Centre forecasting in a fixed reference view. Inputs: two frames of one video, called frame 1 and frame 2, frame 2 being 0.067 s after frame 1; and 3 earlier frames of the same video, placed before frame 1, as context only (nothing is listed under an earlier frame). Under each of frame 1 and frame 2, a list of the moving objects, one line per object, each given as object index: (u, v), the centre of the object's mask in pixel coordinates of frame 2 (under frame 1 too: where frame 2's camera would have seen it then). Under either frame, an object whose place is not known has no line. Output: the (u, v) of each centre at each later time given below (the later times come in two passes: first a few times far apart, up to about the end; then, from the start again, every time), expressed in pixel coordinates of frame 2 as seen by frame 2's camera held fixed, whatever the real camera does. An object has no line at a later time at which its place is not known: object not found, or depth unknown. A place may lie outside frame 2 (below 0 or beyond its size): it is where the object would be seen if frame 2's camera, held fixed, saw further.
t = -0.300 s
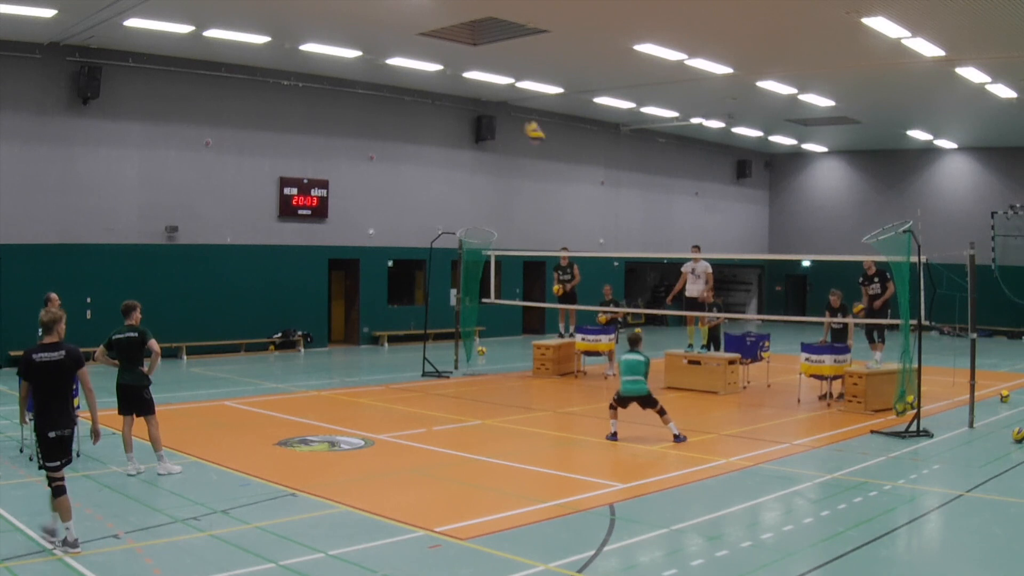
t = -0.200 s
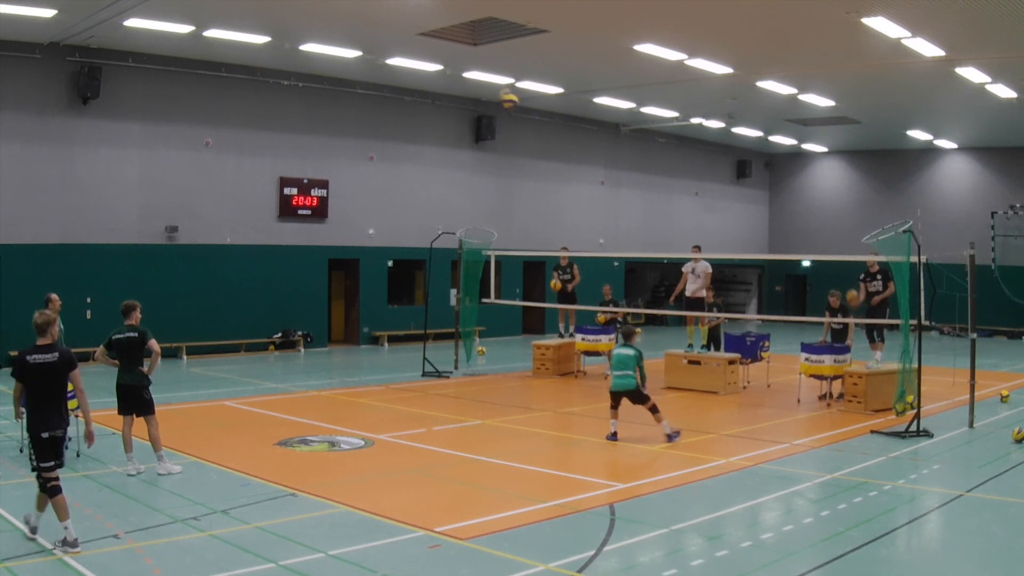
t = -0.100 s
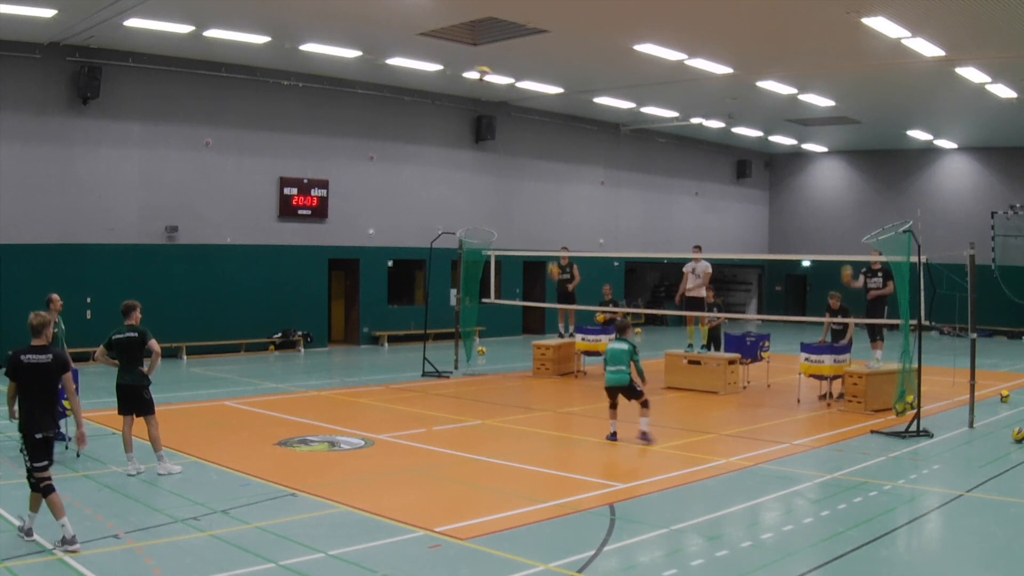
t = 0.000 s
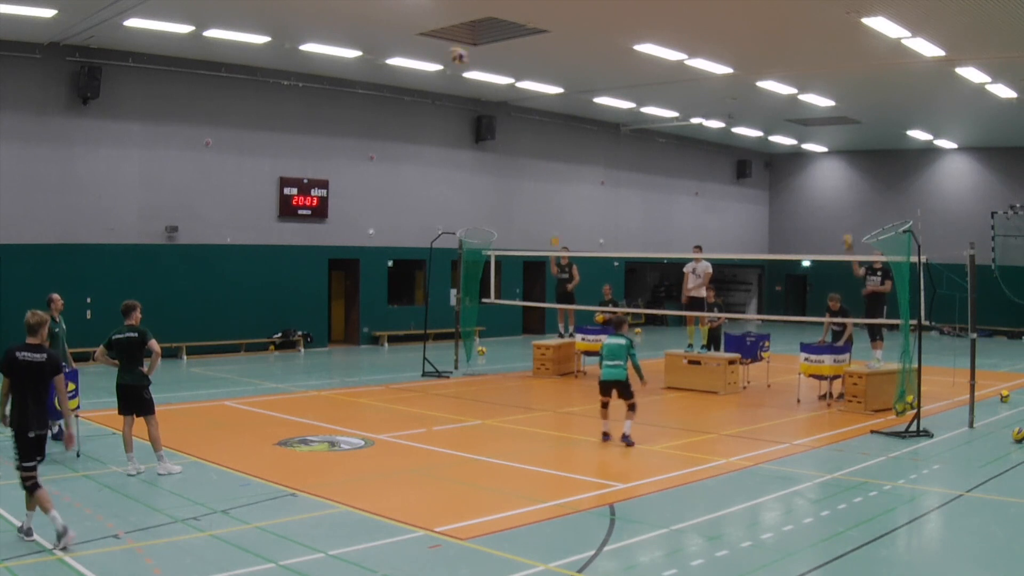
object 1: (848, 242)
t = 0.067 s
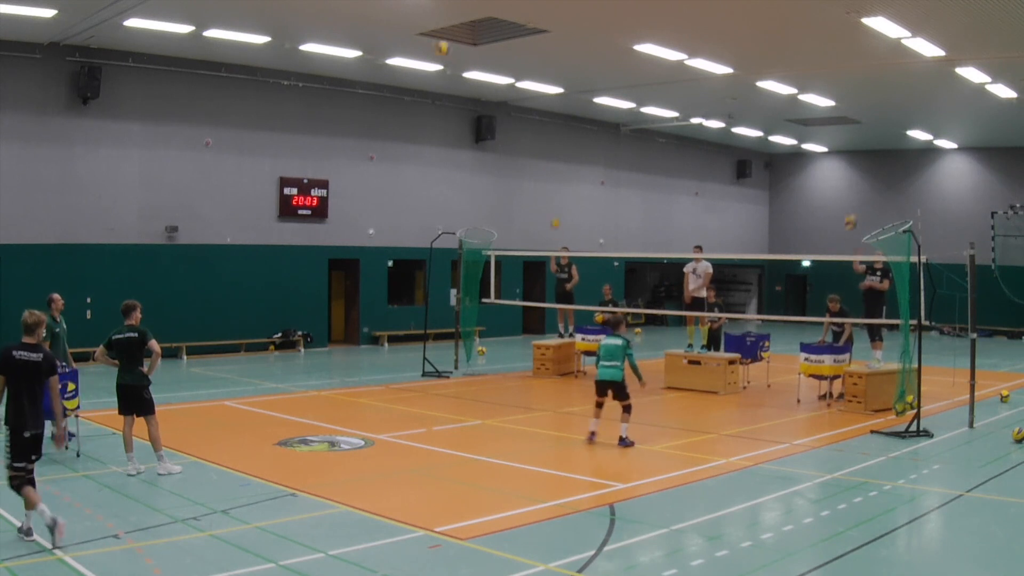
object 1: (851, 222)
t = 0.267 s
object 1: (859, 174)
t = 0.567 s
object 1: (869, 153)
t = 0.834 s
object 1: (878, 176)
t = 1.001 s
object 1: (884, 211)
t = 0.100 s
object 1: (852, 212)
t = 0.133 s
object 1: (853, 204)
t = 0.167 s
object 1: (855, 195)
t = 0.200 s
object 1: (856, 188)
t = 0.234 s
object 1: (857, 181)
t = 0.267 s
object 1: (859, 174)
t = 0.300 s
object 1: (860, 170)
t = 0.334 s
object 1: (861, 165)
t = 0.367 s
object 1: (862, 162)
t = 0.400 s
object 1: (863, 159)
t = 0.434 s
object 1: (865, 157)
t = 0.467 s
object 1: (866, 154)
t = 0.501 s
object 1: (867, 154)
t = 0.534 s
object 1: (868, 153)
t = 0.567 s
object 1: (869, 153)
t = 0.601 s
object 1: (870, 154)
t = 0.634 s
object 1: (872, 155)
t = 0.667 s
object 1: (873, 157)
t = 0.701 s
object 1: (874, 159)
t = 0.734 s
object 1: (875, 163)
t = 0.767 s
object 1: (876, 167)
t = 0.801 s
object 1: (877, 171)
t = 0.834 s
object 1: (878, 176)
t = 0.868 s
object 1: (880, 182)
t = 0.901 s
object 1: (881, 188)
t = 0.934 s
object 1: (882, 194)
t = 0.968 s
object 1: (883, 203)
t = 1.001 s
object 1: (884, 211)
